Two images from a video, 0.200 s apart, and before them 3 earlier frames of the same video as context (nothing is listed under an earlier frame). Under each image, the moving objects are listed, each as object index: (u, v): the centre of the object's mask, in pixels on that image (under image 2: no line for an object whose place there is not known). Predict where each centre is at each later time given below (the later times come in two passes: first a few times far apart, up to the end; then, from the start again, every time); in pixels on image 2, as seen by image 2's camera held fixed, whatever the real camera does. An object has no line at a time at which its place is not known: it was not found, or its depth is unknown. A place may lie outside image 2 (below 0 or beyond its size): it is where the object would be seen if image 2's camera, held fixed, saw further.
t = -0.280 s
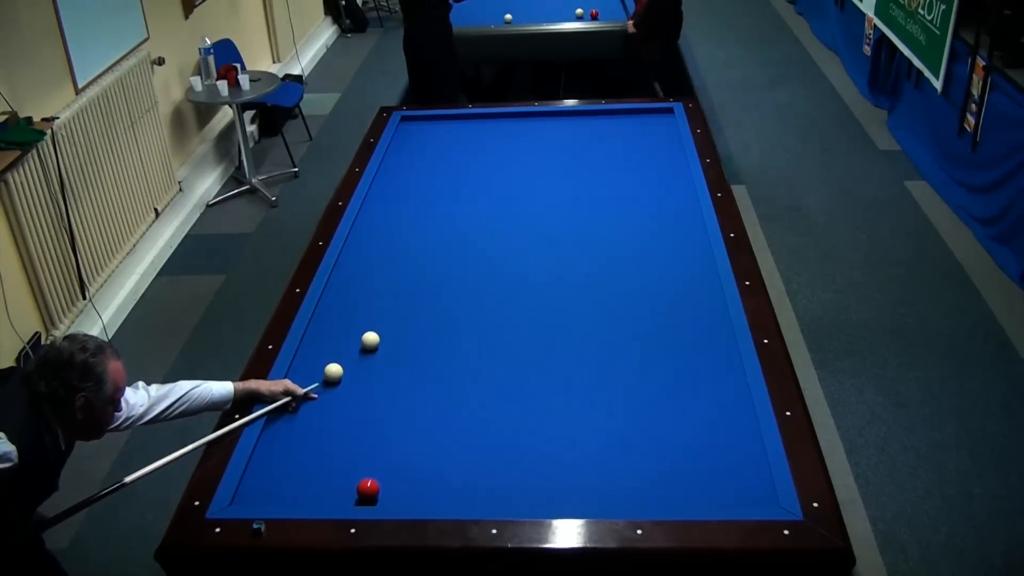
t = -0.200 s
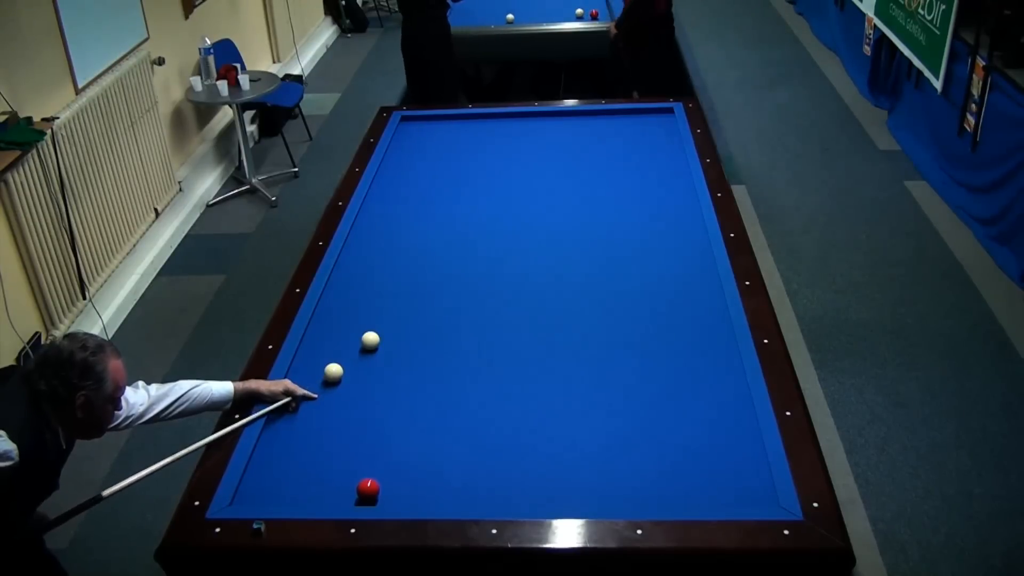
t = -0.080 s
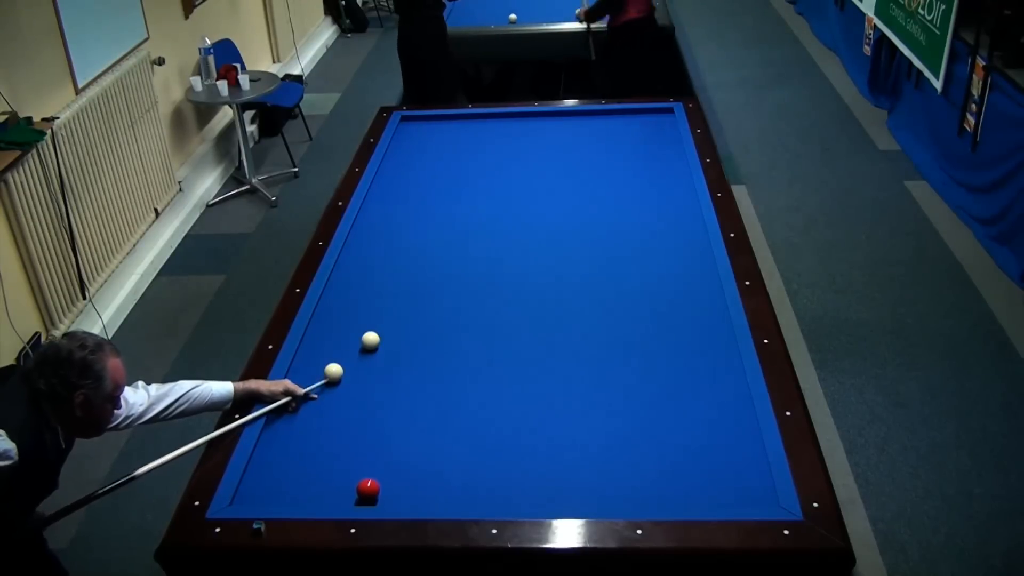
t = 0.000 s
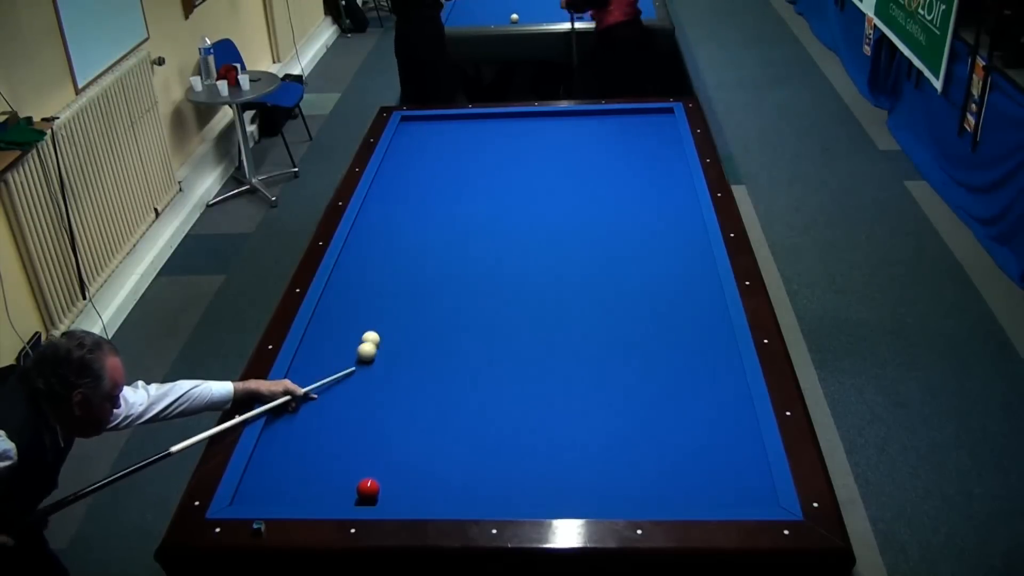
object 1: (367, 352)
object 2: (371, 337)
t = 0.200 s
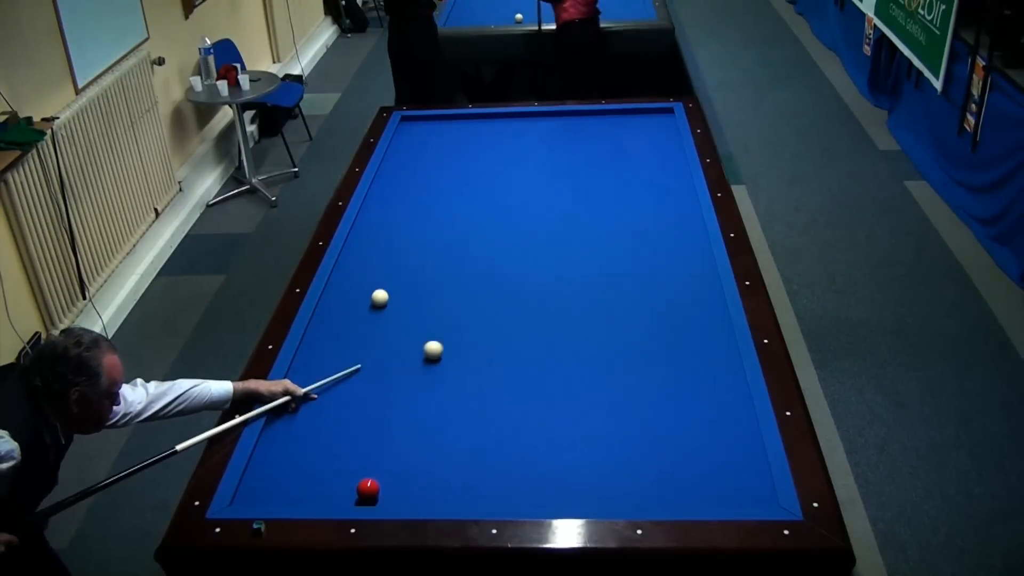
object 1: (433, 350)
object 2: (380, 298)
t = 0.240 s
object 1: (444, 351)
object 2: (381, 291)
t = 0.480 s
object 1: (507, 351)
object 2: (389, 256)
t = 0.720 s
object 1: (569, 352)
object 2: (396, 225)
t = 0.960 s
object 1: (632, 353)
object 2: (403, 198)
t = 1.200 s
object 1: (695, 353)
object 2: (408, 174)
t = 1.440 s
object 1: (712, 359)
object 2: (413, 153)
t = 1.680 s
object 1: (681, 370)
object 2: (417, 134)
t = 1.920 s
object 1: (652, 382)
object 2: (421, 118)
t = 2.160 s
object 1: (622, 394)
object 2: (413, 130)
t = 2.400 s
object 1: (592, 406)
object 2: (405, 140)
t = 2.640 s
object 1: (563, 417)
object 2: (397, 151)
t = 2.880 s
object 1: (533, 429)
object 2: (389, 162)
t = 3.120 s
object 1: (504, 441)
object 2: (383, 173)
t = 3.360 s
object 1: (474, 452)
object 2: (380, 184)
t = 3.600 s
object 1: (445, 464)
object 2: (377, 195)
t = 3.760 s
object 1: (425, 472)
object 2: (375, 203)
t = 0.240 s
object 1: (444, 351)
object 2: (381, 291)
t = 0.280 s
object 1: (454, 351)
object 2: (383, 285)
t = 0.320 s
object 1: (465, 351)
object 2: (384, 279)
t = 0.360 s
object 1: (475, 351)
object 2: (385, 272)
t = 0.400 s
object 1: (486, 351)
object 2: (387, 266)
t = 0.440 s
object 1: (496, 351)
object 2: (388, 261)
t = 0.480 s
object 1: (507, 351)
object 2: (389, 256)
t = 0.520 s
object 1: (517, 351)
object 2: (391, 250)
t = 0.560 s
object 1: (527, 352)
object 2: (392, 245)
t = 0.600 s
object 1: (538, 352)
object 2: (393, 239)
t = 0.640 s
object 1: (548, 352)
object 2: (394, 235)
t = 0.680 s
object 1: (559, 352)
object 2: (395, 230)
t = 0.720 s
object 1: (569, 352)
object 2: (396, 225)
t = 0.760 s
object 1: (580, 352)
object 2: (397, 220)
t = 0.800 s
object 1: (590, 352)
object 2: (398, 215)
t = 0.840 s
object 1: (600, 353)
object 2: (400, 211)
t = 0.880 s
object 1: (611, 352)
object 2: (401, 207)
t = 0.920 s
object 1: (622, 353)
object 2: (402, 202)
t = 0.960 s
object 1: (632, 353)
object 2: (403, 198)
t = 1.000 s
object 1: (642, 353)
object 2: (404, 194)
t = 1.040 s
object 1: (653, 353)
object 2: (404, 190)
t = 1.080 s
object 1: (664, 353)
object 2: (405, 186)
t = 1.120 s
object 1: (674, 353)
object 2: (406, 182)
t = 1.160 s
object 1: (684, 353)
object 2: (407, 178)
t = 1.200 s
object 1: (695, 353)
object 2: (408, 174)
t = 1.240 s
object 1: (705, 353)
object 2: (409, 171)
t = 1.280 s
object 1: (715, 353)
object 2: (410, 167)
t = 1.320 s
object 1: (726, 353)
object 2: (411, 164)
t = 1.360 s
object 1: (726, 355)
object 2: (411, 160)
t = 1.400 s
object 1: (719, 357)
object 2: (412, 157)
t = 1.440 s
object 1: (712, 359)
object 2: (413, 153)
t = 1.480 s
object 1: (706, 361)
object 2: (414, 150)
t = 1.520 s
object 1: (700, 363)
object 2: (415, 147)
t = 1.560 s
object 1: (695, 365)
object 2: (415, 144)
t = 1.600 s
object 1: (690, 367)
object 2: (416, 140)
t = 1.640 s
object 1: (686, 369)
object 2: (417, 137)
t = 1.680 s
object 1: (681, 370)
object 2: (417, 134)
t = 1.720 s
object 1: (676, 372)
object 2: (418, 132)
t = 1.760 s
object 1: (671, 375)
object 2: (419, 128)
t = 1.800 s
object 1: (666, 376)
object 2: (419, 126)
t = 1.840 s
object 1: (661, 378)
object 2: (420, 123)
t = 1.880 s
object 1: (656, 381)
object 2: (421, 120)
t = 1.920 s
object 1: (652, 382)
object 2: (421, 118)
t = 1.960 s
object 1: (647, 384)
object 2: (420, 120)
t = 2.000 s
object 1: (642, 386)
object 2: (418, 122)
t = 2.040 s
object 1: (637, 388)
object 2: (417, 125)
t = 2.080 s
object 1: (632, 390)
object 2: (415, 126)
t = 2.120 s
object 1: (627, 392)
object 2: (414, 128)
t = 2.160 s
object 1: (622, 394)
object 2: (413, 130)
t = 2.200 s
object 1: (617, 396)
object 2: (411, 131)
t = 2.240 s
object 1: (612, 398)
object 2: (410, 133)
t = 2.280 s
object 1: (607, 400)
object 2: (409, 135)
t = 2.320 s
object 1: (602, 402)
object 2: (408, 136)
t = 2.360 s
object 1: (597, 404)
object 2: (406, 138)
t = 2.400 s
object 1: (592, 406)
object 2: (405, 140)
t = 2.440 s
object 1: (587, 408)
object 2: (404, 142)
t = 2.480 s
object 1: (582, 410)
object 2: (402, 144)
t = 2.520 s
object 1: (577, 412)
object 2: (401, 146)
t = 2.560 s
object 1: (572, 414)
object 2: (400, 147)
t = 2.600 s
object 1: (568, 416)
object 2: (398, 149)
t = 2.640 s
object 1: (563, 417)
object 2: (397, 151)
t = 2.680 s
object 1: (558, 419)
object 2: (395, 153)
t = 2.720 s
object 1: (553, 422)
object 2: (394, 155)
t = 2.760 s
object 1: (548, 423)
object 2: (393, 156)
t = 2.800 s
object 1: (543, 425)
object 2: (391, 158)
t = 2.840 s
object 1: (538, 428)
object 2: (390, 160)
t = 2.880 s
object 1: (533, 429)
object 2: (389, 162)
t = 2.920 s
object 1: (528, 431)
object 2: (387, 164)
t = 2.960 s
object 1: (524, 433)
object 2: (386, 166)
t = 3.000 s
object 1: (518, 435)
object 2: (384, 168)
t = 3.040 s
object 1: (513, 438)
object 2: (384, 169)
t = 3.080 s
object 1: (509, 439)
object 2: (383, 171)
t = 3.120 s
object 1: (504, 441)
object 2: (383, 173)
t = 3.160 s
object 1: (499, 443)
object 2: (382, 175)
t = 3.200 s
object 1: (494, 445)
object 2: (382, 177)
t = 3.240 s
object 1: (489, 447)
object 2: (382, 178)
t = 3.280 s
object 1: (484, 449)
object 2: (381, 180)
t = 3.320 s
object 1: (479, 451)
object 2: (381, 182)
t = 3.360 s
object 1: (474, 452)
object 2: (380, 184)
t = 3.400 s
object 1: (469, 455)
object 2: (380, 186)
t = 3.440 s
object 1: (465, 456)
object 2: (379, 188)
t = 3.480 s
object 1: (459, 458)
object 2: (379, 190)
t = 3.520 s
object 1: (454, 461)
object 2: (378, 191)
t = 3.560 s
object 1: (450, 462)
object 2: (378, 193)
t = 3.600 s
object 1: (445, 464)
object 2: (377, 195)
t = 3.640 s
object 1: (440, 466)
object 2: (377, 197)
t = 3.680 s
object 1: (435, 468)
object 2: (376, 199)
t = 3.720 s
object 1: (430, 470)
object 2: (376, 201)
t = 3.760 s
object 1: (425, 472)
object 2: (375, 203)
